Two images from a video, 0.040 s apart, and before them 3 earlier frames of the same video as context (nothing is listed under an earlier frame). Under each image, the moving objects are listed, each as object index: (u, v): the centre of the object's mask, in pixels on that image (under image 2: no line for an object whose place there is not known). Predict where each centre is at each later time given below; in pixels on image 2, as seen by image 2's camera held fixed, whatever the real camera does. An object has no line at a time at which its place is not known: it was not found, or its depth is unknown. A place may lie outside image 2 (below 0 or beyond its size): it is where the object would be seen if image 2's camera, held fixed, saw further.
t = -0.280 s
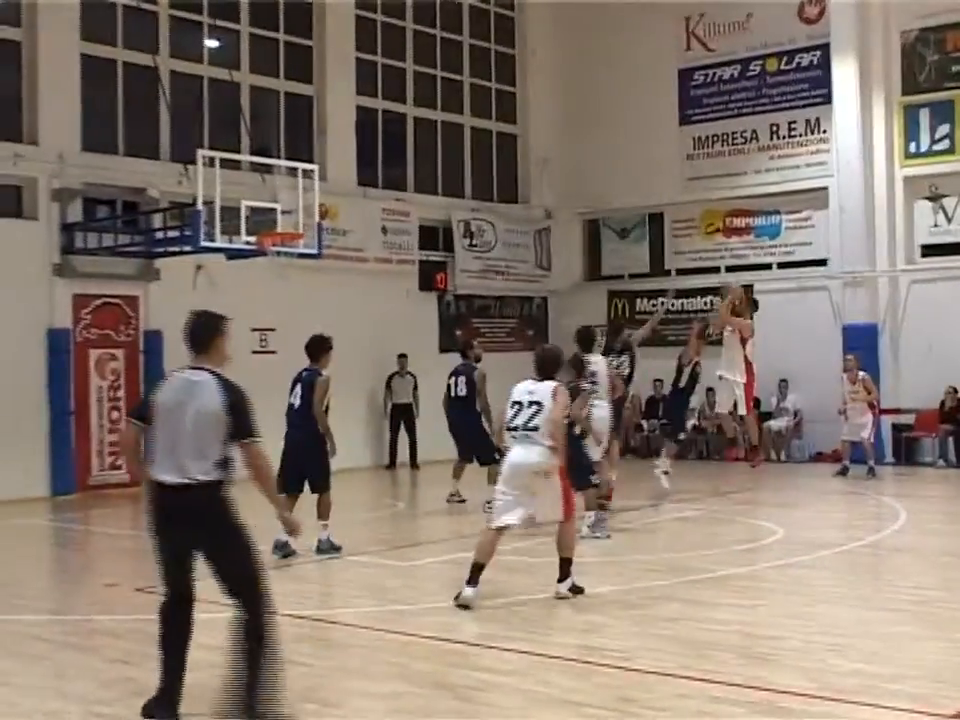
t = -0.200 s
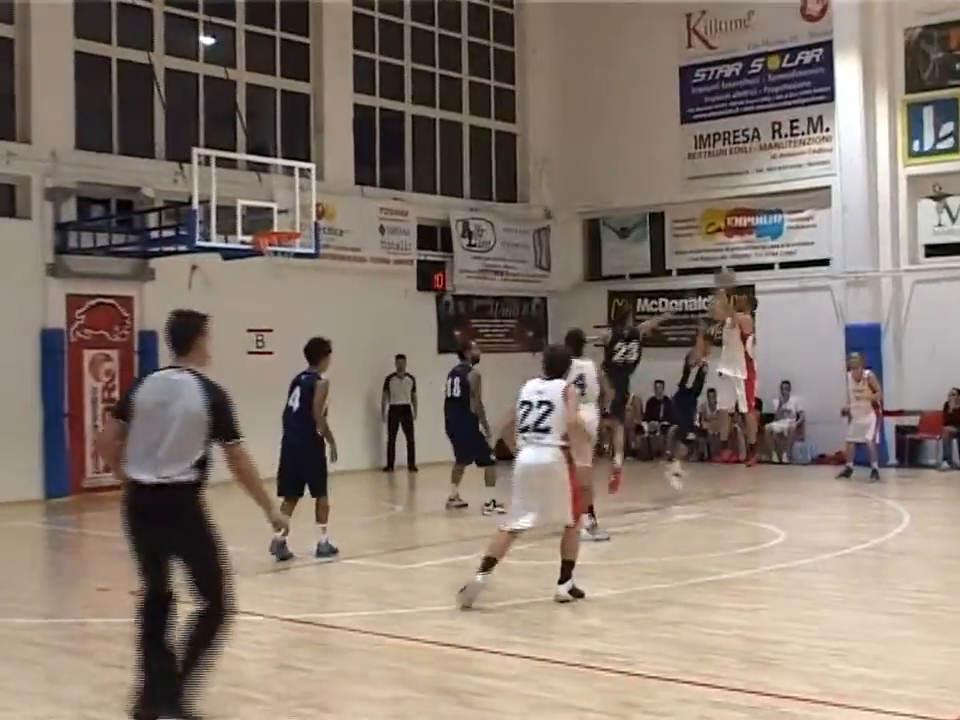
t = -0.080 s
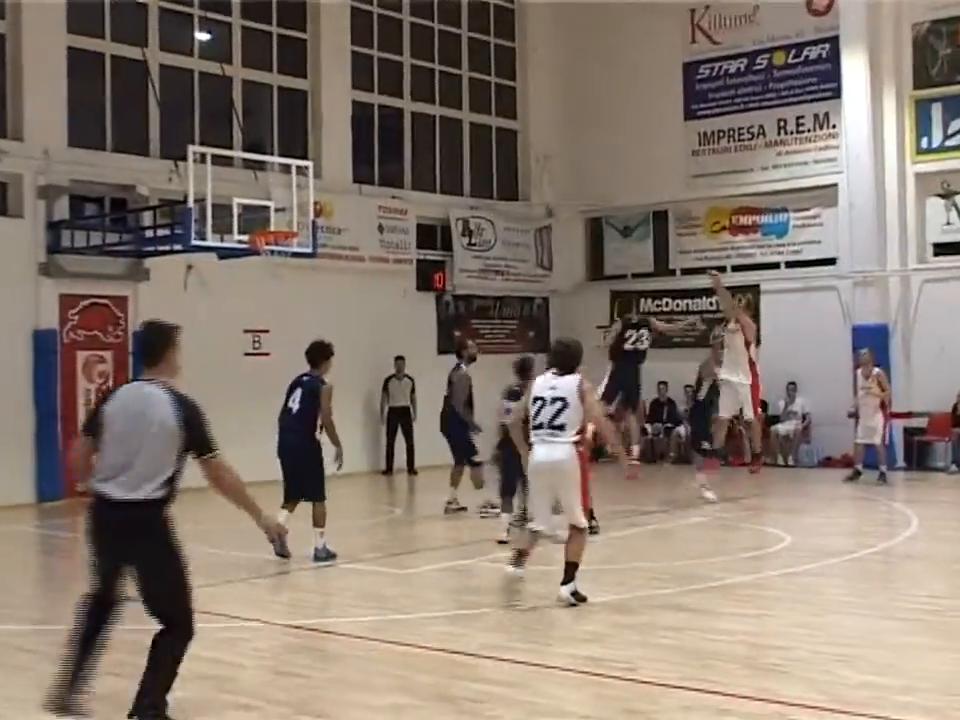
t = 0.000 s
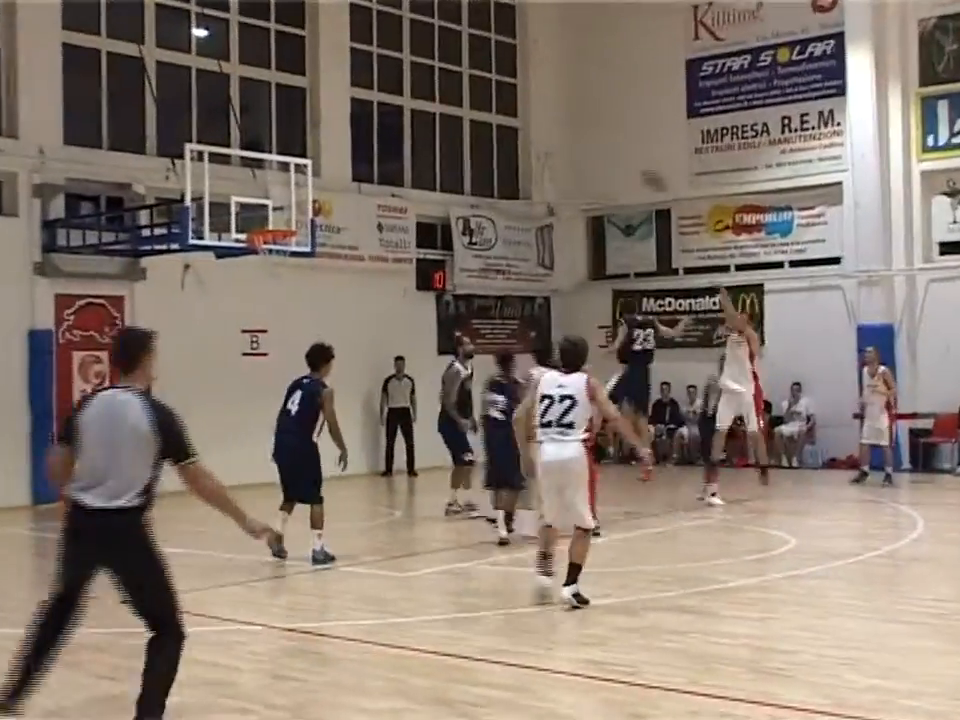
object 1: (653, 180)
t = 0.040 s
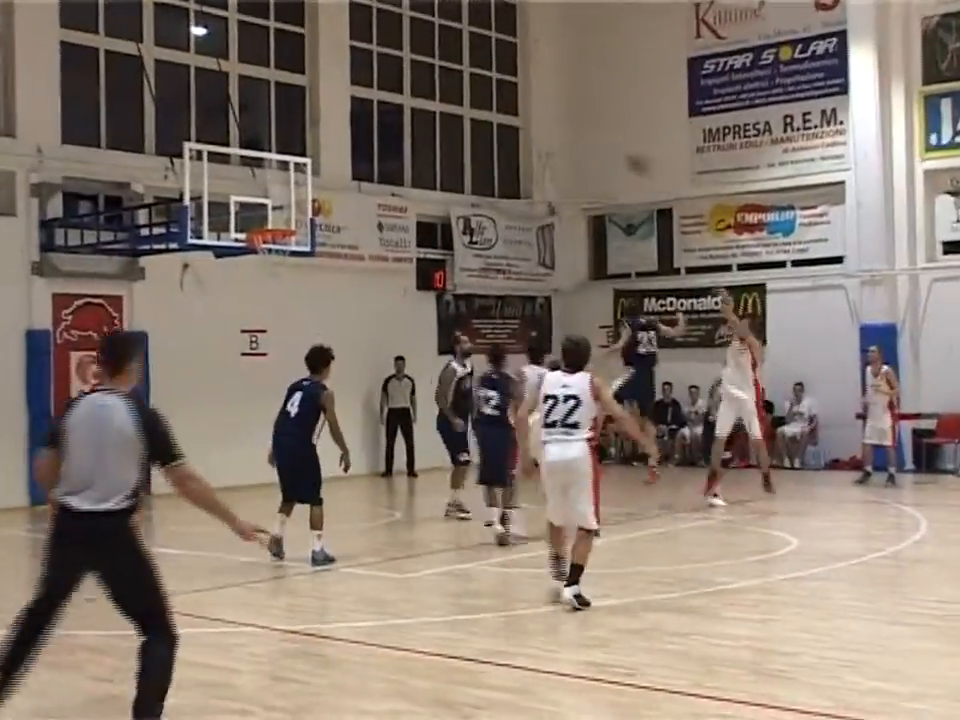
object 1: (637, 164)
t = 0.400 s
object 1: (495, 82)
